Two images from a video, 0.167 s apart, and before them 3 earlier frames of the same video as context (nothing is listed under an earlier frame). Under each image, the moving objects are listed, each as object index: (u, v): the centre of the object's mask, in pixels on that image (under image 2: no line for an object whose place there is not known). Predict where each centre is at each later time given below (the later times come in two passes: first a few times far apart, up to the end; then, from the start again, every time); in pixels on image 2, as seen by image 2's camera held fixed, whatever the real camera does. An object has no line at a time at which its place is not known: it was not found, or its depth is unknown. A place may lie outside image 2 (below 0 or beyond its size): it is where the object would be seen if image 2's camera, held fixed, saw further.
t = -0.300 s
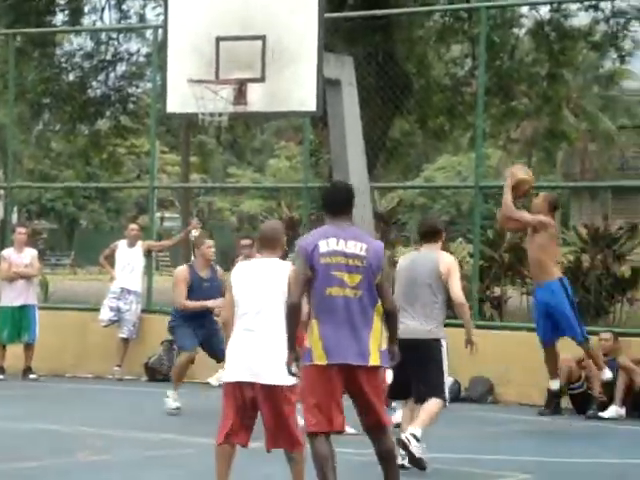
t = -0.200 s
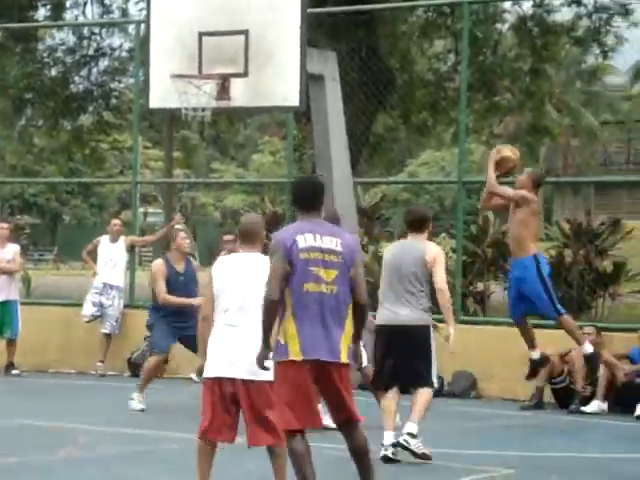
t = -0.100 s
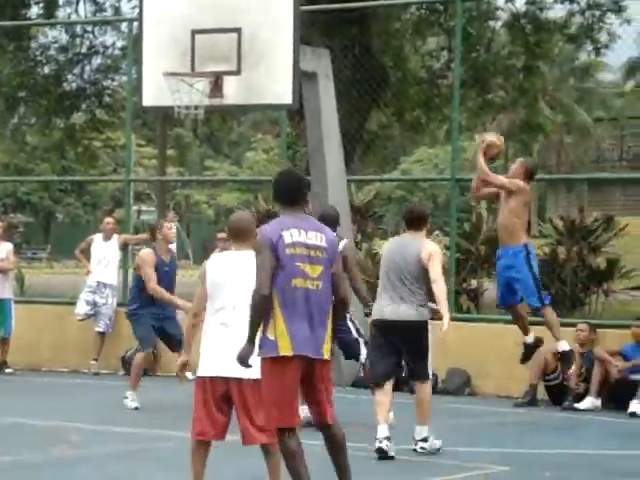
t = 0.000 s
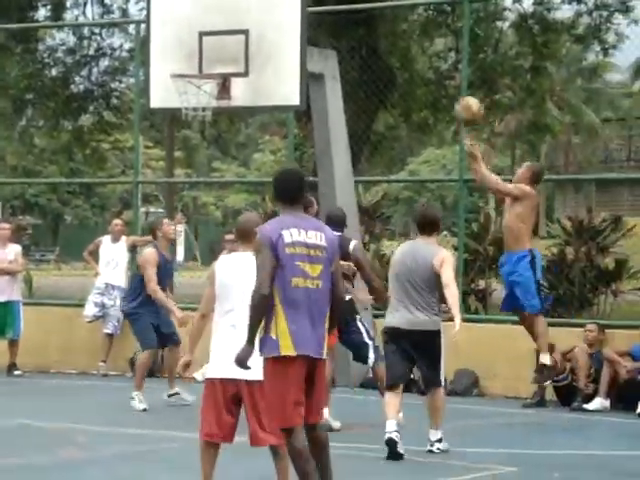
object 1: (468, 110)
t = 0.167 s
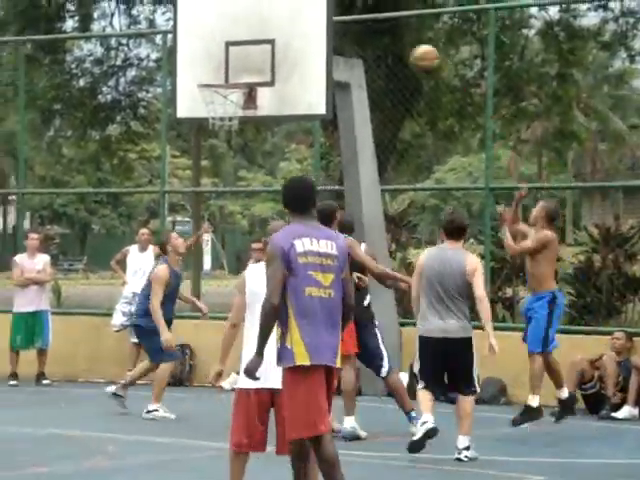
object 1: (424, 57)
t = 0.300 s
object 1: (371, 34)
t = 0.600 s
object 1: (256, 53)
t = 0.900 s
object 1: (221, 109)
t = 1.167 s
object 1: (231, 139)
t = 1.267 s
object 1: (235, 168)
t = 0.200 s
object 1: (411, 49)
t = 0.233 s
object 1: (398, 44)
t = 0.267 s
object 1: (384, 38)
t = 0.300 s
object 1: (371, 34)
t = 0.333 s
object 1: (358, 32)
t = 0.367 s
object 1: (345, 31)
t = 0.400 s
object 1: (332, 30)
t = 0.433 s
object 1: (319, 32)
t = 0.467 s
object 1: (305, 34)
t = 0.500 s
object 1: (293, 38)
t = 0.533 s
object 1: (280, 41)
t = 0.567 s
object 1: (268, 47)
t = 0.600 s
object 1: (256, 53)
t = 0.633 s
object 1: (243, 62)
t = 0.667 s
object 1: (231, 71)
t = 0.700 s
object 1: (218, 77)
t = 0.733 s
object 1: (211, 91)
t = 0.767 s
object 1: (212, 96)
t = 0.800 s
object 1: (215, 101)
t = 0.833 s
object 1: (216, 103)
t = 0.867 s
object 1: (218, 107)
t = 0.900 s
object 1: (221, 109)
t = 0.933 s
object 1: (223, 112)
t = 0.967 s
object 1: (224, 113)
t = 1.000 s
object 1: (225, 115)
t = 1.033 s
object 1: (228, 118)
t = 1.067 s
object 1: (229, 121)
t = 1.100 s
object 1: (229, 125)
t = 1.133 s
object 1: (230, 130)
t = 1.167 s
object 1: (231, 139)
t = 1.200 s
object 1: (232, 149)
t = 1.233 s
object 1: (233, 157)
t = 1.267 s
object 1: (235, 168)
